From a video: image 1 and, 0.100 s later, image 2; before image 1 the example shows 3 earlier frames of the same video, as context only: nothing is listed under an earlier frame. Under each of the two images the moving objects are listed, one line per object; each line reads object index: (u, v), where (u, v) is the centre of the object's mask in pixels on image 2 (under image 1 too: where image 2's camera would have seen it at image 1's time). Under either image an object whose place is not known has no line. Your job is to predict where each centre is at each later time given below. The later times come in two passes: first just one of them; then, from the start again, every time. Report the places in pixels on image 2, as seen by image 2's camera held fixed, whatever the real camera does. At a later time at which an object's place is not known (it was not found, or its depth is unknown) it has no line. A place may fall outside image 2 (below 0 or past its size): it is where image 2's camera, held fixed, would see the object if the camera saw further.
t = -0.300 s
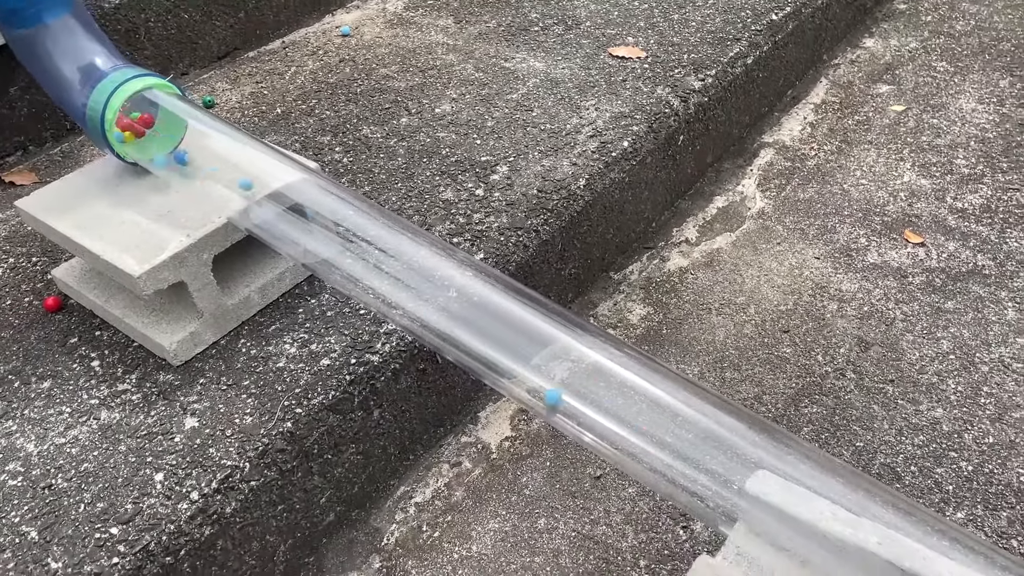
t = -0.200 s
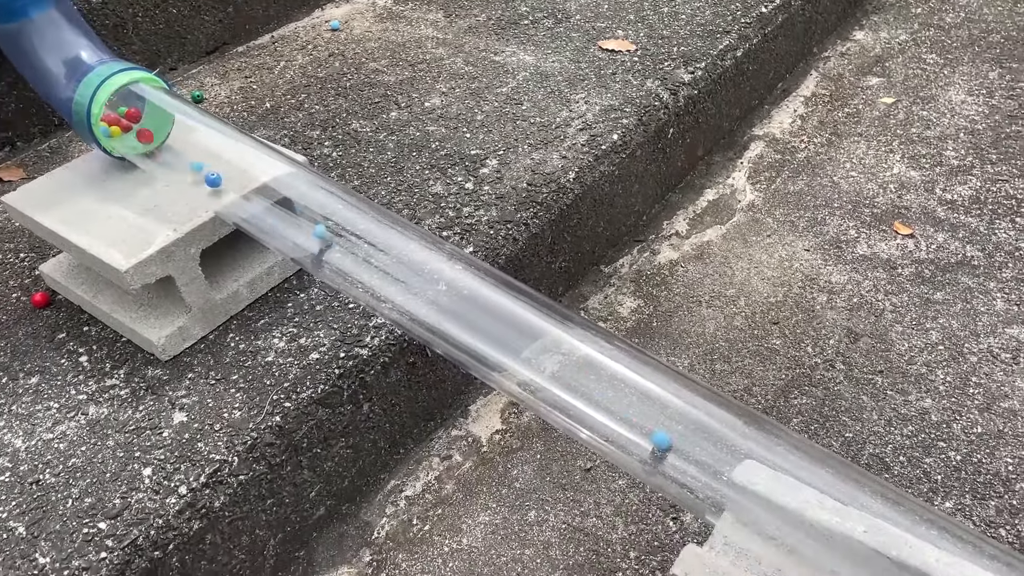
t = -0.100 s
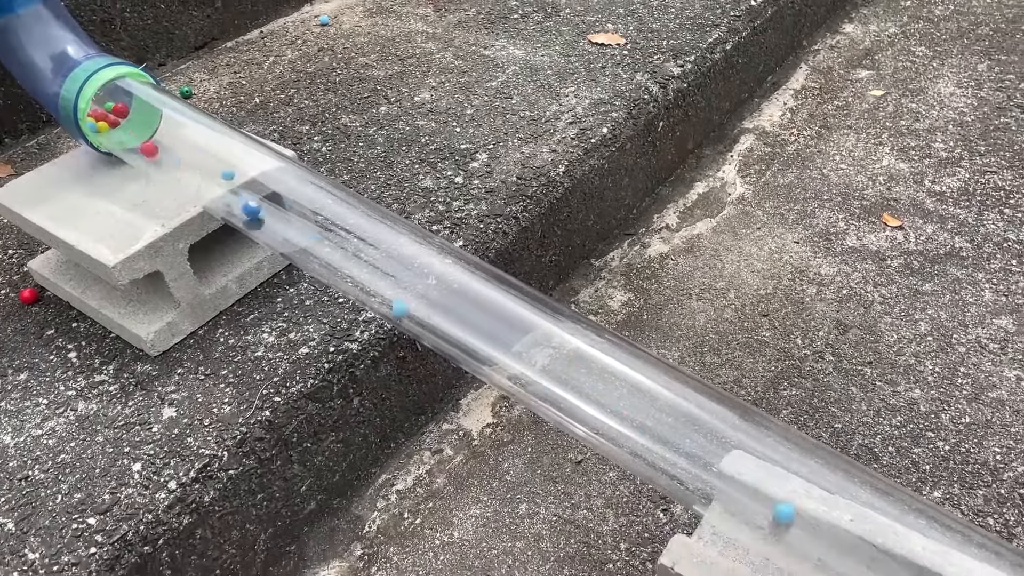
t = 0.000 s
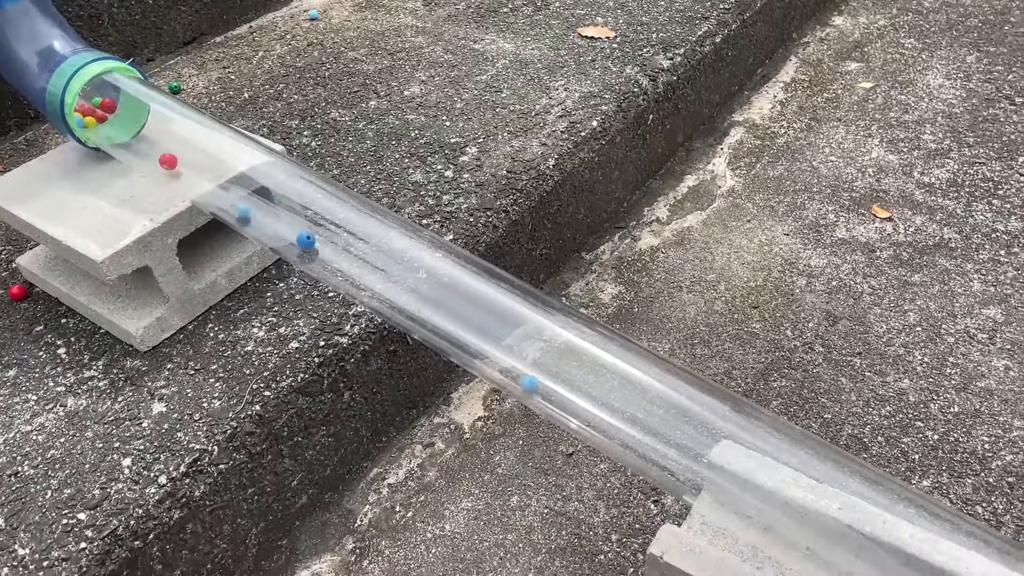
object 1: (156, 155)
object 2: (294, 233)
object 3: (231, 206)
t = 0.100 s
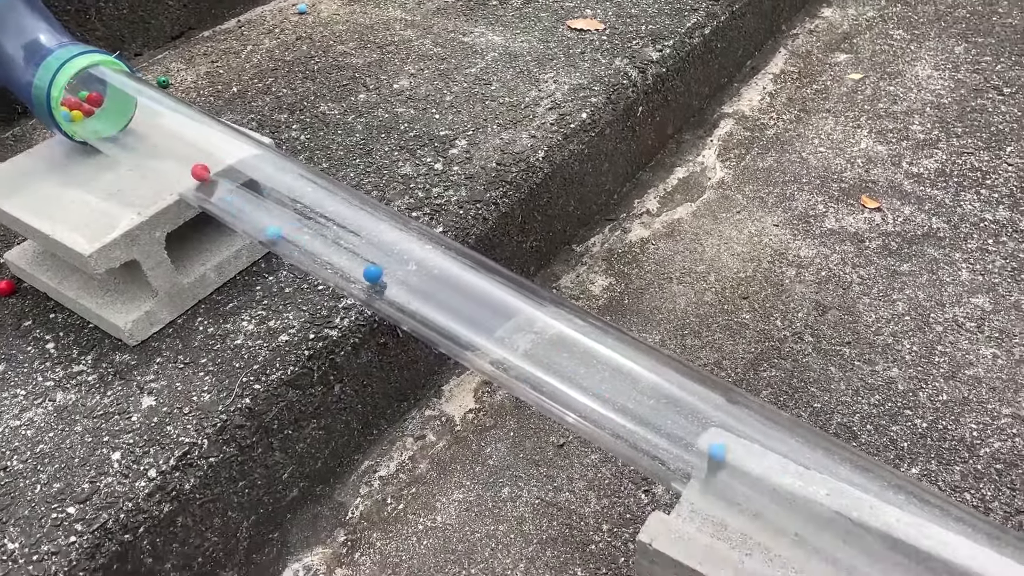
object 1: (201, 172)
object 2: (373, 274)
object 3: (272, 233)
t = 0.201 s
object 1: (244, 200)
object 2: (462, 326)
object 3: (357, 258)
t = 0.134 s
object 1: (215, 180)
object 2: (402, 291)
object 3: (297, 244)
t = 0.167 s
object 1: (230, 189)
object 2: (432, 307)
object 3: (327, 253)
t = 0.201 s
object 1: (244, 200)
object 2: (462, 326)
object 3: (357, 258)
